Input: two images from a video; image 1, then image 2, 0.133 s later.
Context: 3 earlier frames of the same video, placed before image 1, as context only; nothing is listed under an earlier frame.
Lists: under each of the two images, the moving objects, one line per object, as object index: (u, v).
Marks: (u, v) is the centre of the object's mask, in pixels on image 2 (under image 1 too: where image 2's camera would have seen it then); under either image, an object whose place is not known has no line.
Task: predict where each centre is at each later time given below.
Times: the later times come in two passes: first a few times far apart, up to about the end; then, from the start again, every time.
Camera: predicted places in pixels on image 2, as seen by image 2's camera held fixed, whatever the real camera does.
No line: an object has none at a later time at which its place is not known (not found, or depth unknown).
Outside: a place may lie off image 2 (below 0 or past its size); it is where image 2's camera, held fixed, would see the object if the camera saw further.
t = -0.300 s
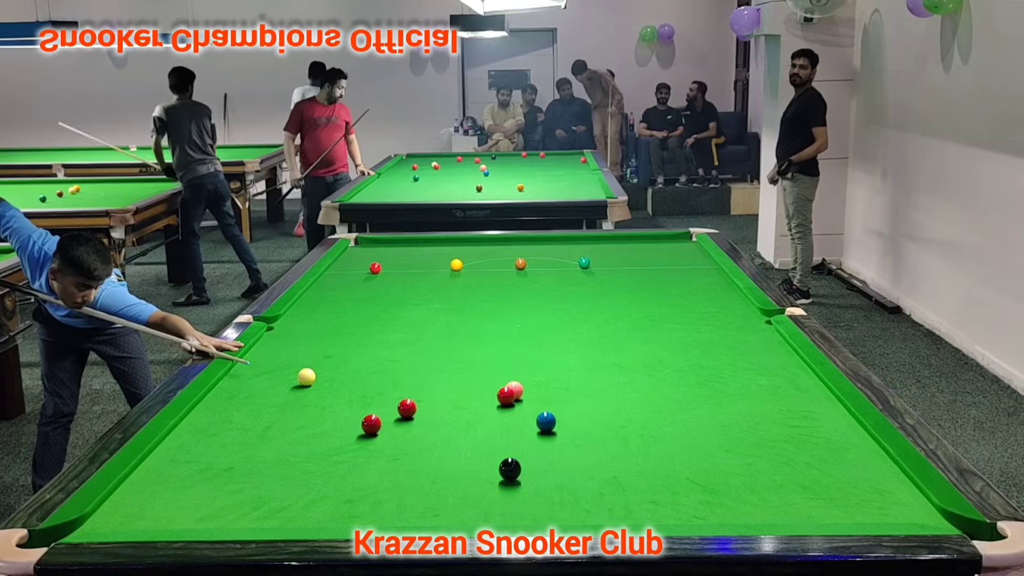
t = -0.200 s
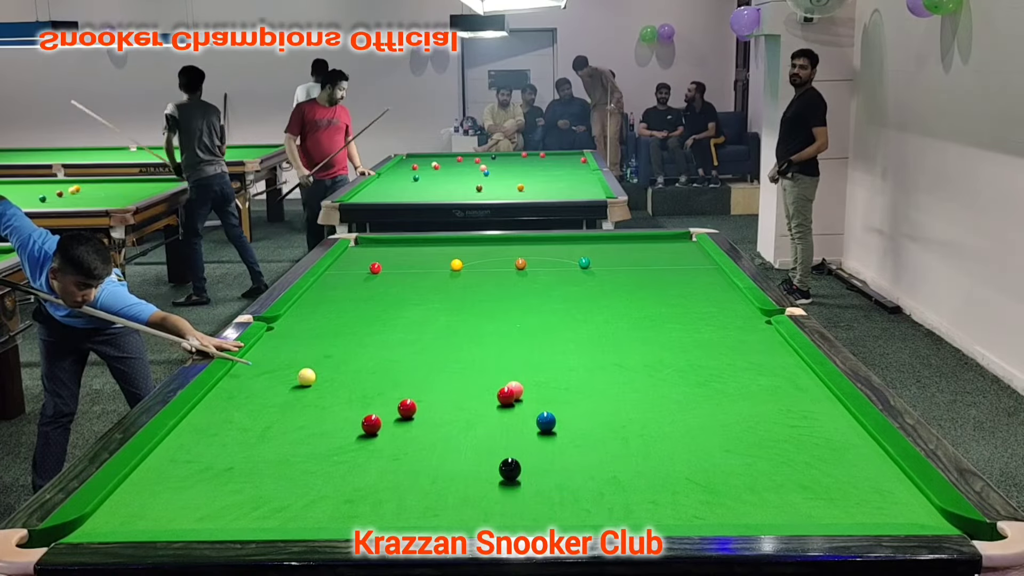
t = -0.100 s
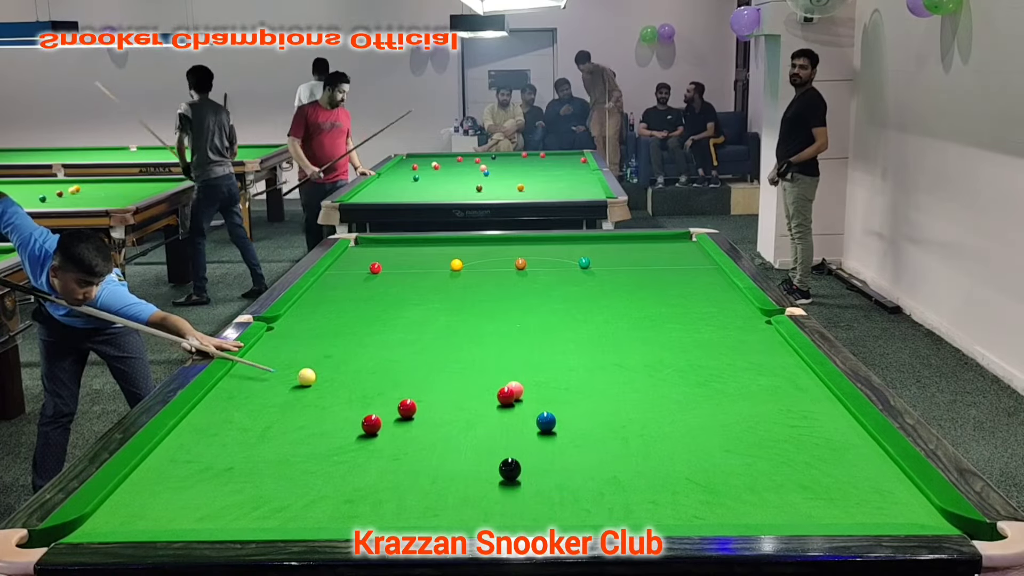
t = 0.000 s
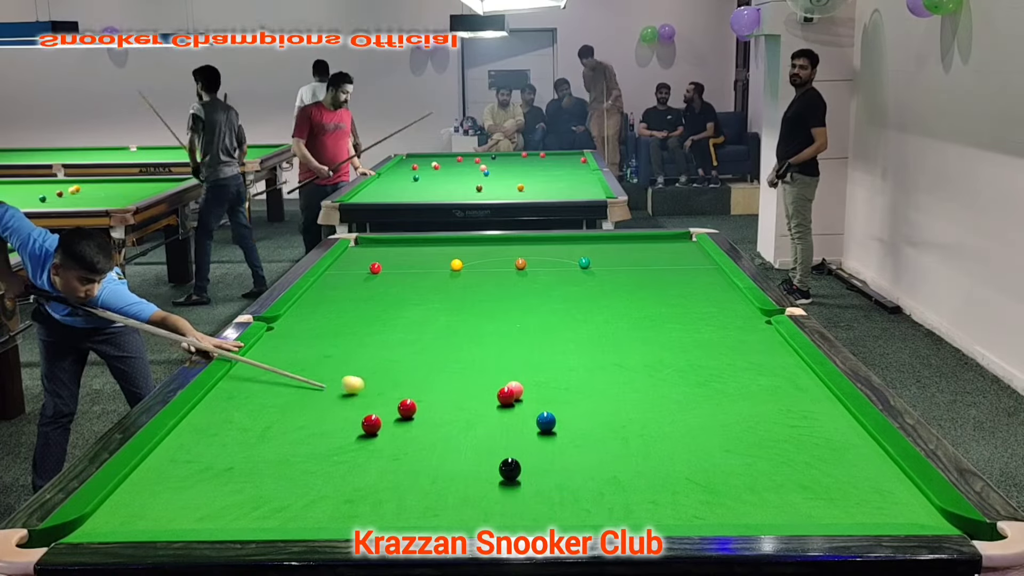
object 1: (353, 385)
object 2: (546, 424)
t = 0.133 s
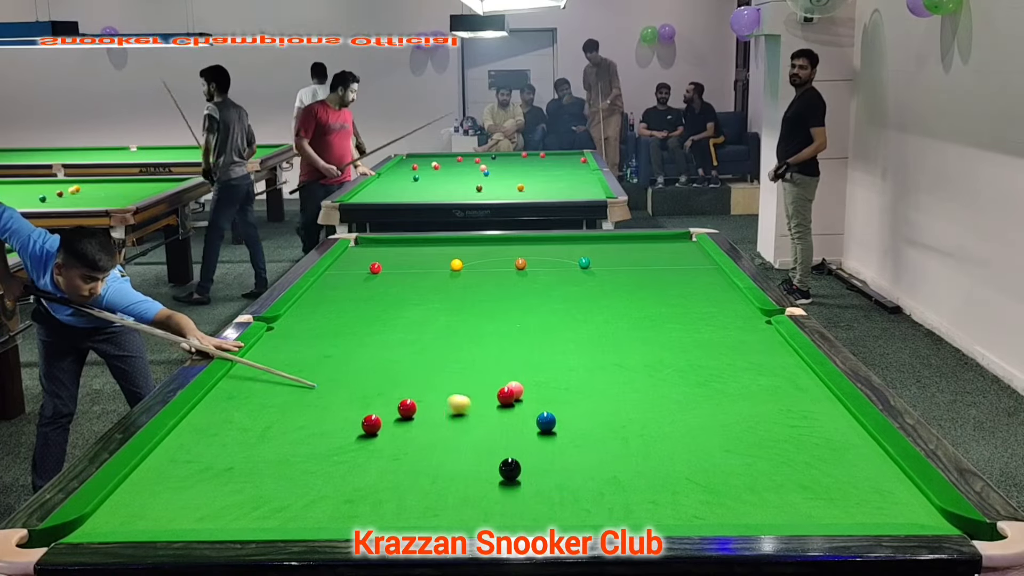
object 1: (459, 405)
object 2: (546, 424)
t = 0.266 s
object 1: (535, 416)
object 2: (579, 430)
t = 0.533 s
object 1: (538, 406)
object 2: (776, 483)
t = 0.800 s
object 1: (534, 397)
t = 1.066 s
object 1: (533, 389)
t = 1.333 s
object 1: (537, 384)
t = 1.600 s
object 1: (540, 379)
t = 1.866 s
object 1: (542, 374)
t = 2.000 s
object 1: (544, 372)
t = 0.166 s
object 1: (486, 408)
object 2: (546, 422)
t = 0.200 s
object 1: (513, 414)
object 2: (546, 422)
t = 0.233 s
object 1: (532, 417)
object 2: (555, 424)
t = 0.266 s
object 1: (535, 416)
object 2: (579, 430)
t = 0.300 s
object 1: (538, 415)
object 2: (603, 437)
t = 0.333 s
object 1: (539, 413)
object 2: (627, 443)
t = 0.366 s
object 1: (540, 412)
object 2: (652, 450)
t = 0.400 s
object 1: (540, 411)
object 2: (677, 456)
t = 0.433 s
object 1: (540, 410)
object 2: (701, 463)
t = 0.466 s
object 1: (539, 408)
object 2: (726, 470)
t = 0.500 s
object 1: (539, 407)
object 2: (751, 476)
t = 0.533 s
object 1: (538, 406)
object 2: (776, 483)
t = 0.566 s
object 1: (537, 405)
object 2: (801, 490)
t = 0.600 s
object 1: (537, 404)
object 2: (827, 497)
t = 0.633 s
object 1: (536, 402)
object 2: (853, 503)
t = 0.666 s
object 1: (536, 401)
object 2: (881, 510)
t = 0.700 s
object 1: (535, 400)
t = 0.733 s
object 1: (535, 399)
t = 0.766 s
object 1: (534, 398)
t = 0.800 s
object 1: (534, 397)
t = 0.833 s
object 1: (533, 396)
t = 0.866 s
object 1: (533, 395)
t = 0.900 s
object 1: (532, 394)
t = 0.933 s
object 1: (532, 393)
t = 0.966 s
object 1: (532, 392)
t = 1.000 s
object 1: (532, 391)
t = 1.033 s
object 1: (533, 390)
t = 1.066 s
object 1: (533, 389)
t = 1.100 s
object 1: (533, 389)
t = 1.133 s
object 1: (534, 388)
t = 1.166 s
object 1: (534, 387)
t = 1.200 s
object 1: (535, 386)
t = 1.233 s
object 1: (535, 386)
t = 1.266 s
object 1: (536, 385)
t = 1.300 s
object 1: (536, 384)
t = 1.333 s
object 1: (537, 384)
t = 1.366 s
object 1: (537, 383)
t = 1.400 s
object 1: (537, 382)
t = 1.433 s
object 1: (538, 382)
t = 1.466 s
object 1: (538, 381)
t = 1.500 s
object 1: (539, 380)
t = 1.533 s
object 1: (539, 380)
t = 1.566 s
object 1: (539, 379)
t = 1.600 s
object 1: (540, 379)
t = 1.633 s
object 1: (540, 378)
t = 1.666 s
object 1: (541, 377)
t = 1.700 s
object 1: (541, 377)
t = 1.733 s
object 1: (541, 376)
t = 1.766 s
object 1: (541, 376)
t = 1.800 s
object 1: (542, 375)
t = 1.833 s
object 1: (542, 375)
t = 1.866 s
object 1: (542, 374)
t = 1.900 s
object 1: (543, 374)
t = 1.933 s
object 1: (543, 373)
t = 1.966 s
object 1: (543, 373)
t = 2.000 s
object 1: (544, 372)
